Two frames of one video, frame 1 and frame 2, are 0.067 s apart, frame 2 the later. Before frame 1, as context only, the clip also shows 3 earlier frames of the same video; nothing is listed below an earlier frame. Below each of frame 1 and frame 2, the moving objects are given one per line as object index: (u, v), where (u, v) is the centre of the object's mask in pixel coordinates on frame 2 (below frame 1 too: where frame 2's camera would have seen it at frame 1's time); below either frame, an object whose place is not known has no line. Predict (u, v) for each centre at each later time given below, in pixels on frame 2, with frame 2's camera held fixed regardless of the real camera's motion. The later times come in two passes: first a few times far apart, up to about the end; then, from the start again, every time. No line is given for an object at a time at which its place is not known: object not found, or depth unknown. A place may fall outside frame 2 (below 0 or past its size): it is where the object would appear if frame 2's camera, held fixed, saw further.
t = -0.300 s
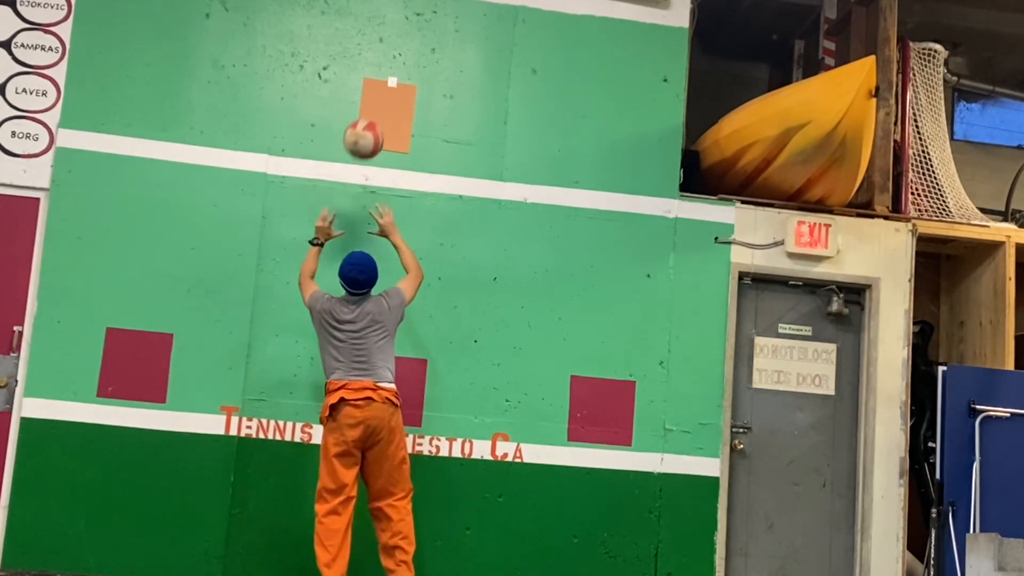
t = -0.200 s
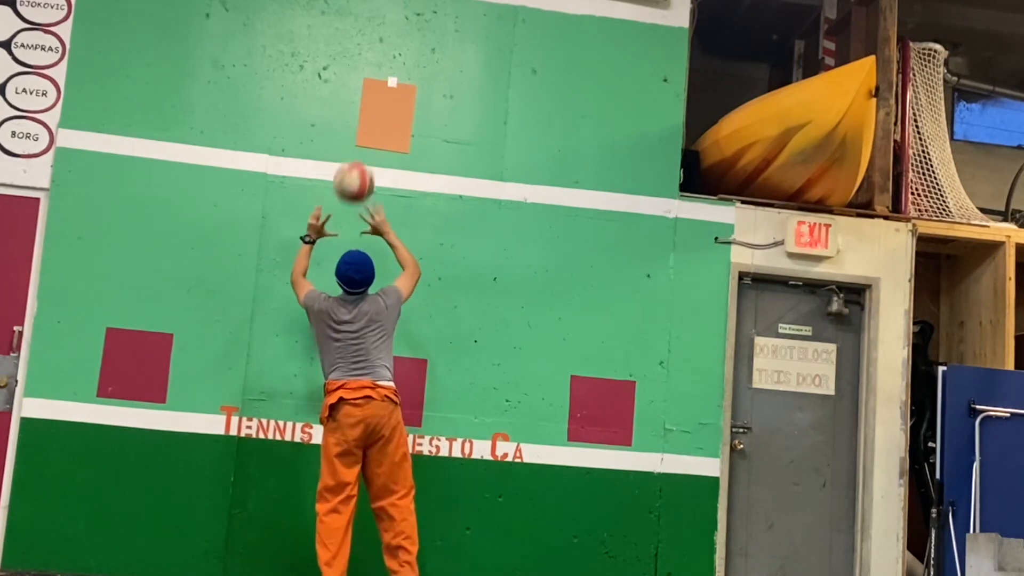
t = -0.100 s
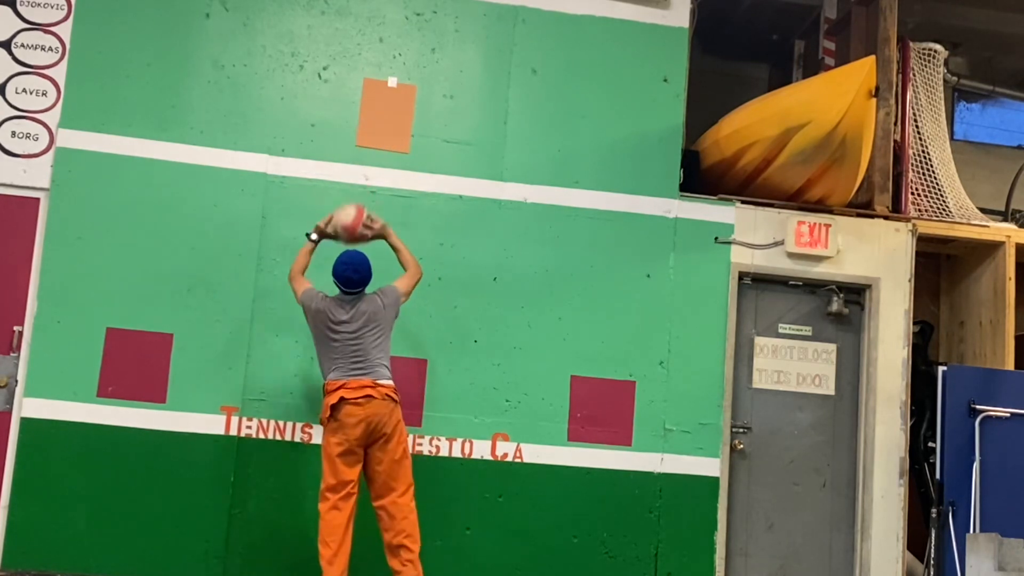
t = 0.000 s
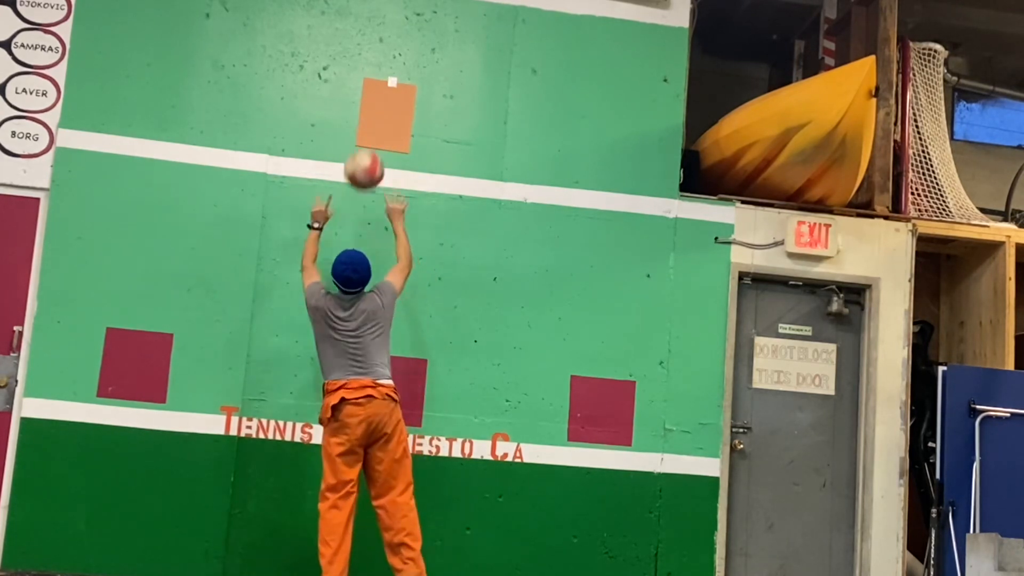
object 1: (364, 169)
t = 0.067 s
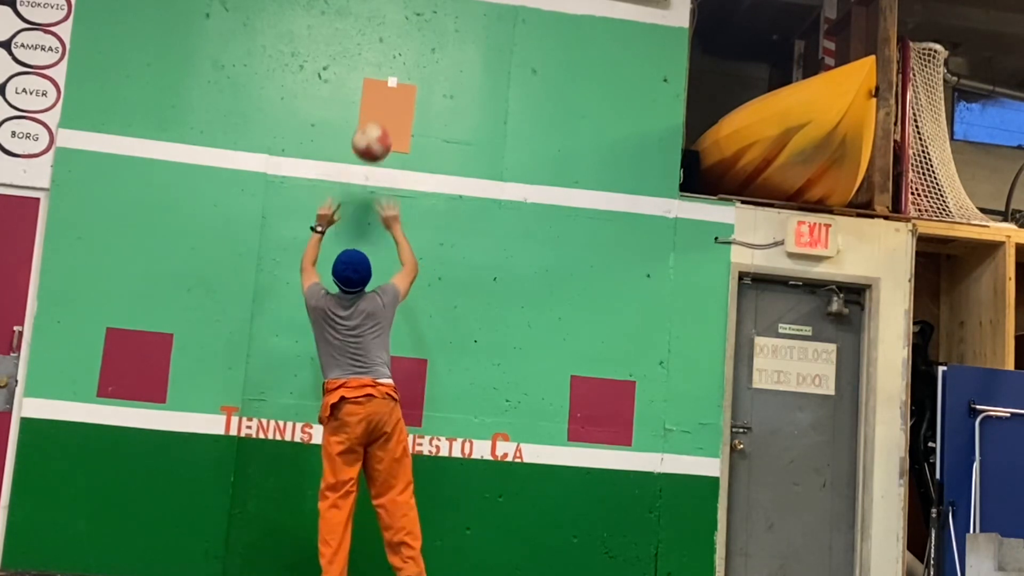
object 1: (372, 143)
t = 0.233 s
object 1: (386, 111)
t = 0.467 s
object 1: (407, 113)
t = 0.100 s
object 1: (375, 132)
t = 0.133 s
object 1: (378, 124)
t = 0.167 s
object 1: (381, 118)
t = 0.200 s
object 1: (383, 113)
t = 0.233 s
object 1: (386, 111)
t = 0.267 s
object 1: (389, 106)
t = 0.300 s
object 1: (393, 103)
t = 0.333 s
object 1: (396, 101)
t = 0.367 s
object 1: (400, 101)
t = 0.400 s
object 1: (402, 104)
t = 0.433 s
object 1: (405, 108)
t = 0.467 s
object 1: (407, 113)
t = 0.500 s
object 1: (410, 121)
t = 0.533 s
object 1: (412, 130)
